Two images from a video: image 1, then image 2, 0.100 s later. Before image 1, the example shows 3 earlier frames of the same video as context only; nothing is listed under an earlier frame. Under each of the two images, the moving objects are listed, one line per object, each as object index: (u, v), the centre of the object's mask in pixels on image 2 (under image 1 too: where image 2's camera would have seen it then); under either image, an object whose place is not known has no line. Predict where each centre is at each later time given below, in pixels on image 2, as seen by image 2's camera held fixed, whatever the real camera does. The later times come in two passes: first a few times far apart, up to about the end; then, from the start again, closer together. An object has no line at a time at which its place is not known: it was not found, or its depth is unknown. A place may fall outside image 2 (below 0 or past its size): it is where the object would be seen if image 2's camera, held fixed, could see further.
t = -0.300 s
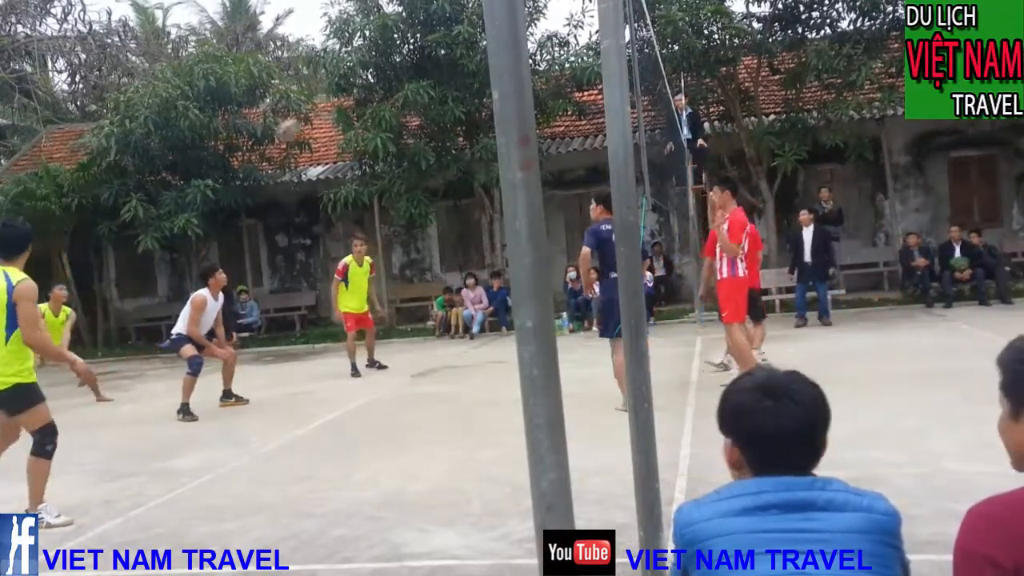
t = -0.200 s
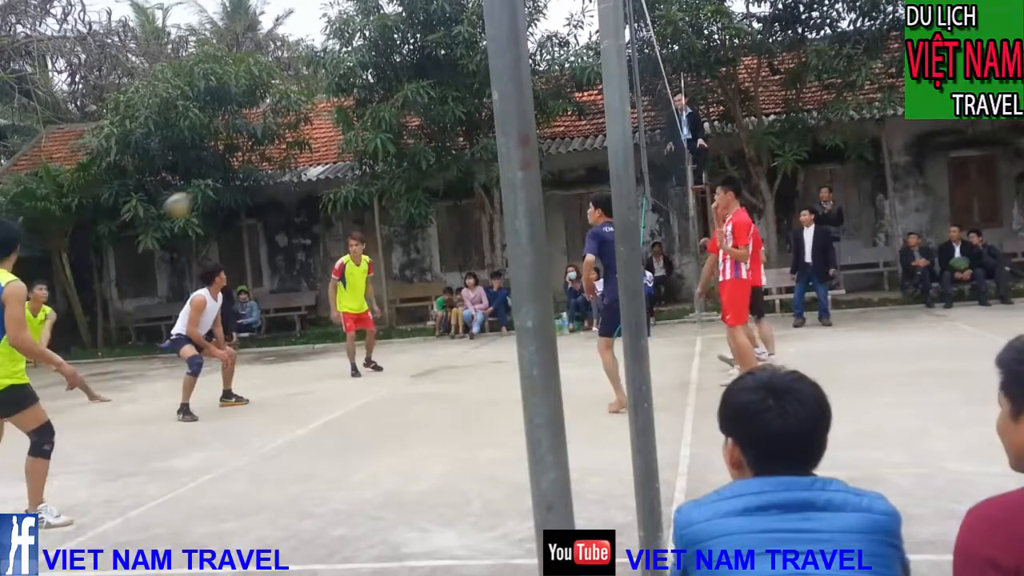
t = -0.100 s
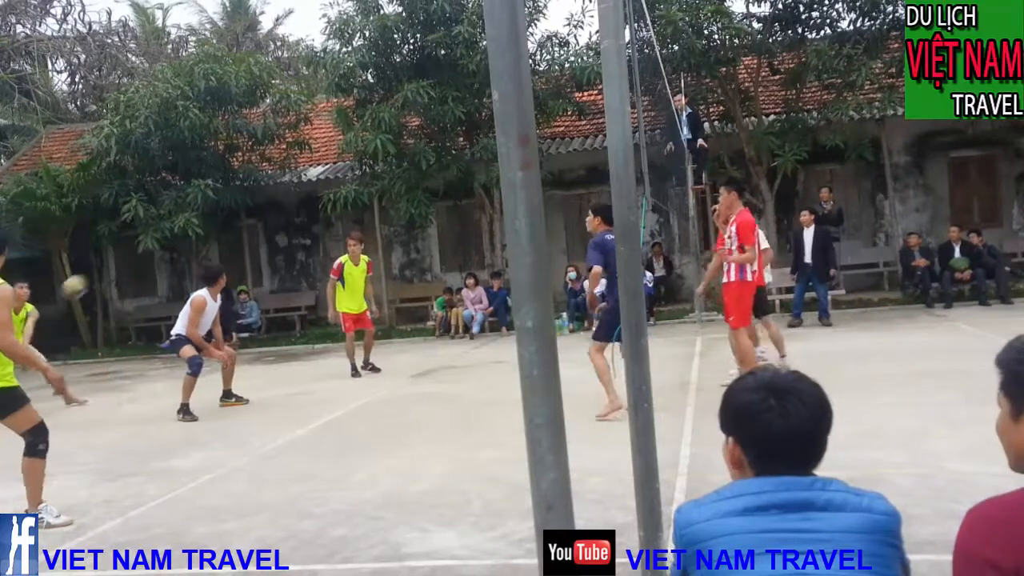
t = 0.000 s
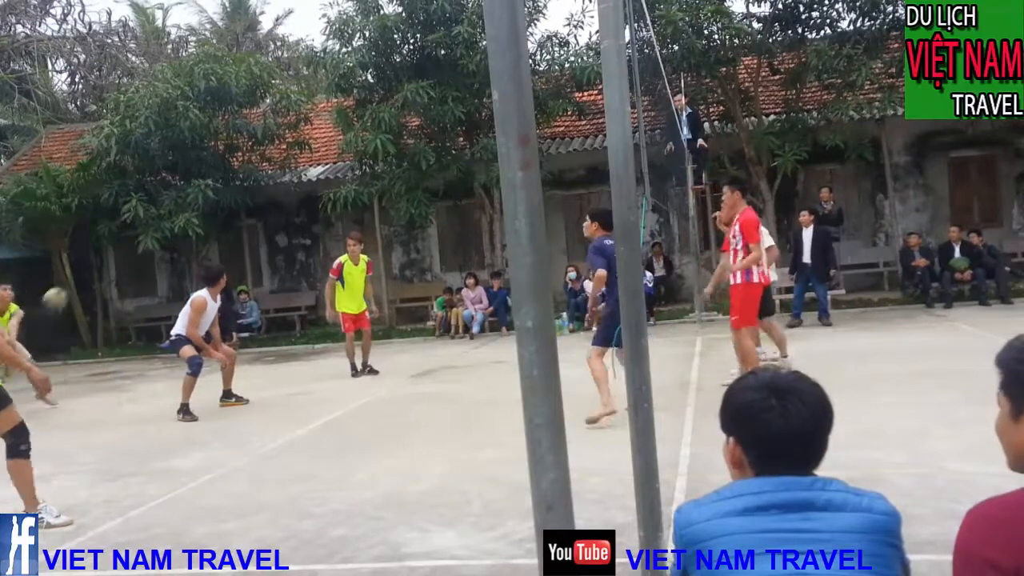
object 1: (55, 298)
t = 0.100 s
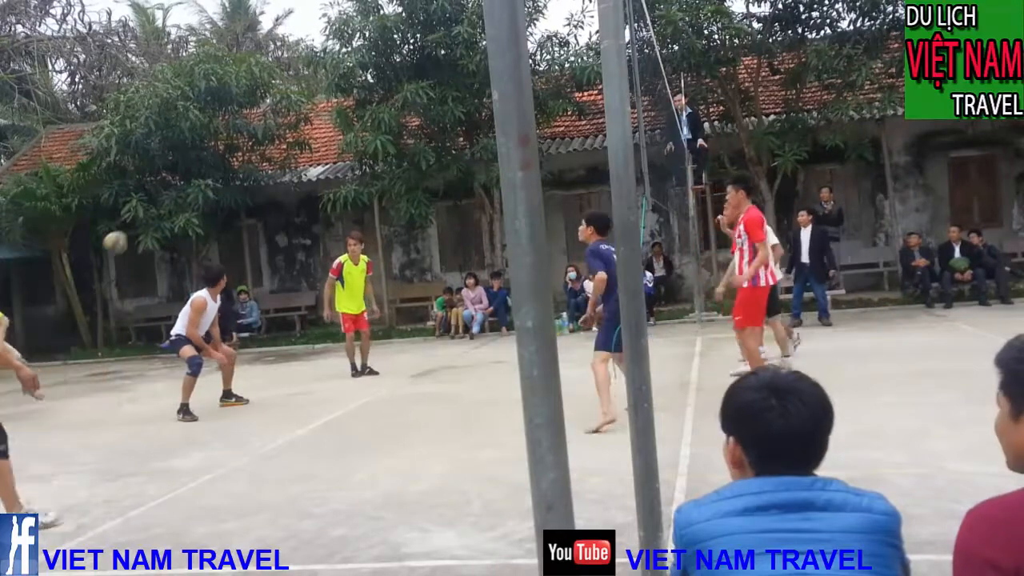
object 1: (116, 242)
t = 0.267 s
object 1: (216, 171)
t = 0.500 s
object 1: (353, 118)
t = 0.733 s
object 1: (487, 117)
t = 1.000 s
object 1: (639, 175)
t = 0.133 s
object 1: (135, 226)
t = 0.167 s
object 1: (156, 210)
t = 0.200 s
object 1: (176, 195)
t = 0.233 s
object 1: (195, 181)
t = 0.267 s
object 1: (216, 171)
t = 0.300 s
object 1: (235, 160)
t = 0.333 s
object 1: (254, 148)
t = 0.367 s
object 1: (275, 143)
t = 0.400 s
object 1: (295, 134)
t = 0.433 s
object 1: (314, 127)
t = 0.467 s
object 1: (334, 121)
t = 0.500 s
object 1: (353, 118)
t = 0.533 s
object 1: (373, 115)
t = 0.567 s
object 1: (393, 112)
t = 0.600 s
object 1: (411, 110)
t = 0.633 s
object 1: (431, 110)
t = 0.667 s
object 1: (451, 112)
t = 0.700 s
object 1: (469, 114)
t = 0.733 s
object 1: (487, 117)
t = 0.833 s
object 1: (545, 132)
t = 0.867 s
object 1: (565, 137)
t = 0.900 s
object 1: (583, 147)
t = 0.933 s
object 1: (601, 157)
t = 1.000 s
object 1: (639, 175)
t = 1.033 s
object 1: (658, 191)
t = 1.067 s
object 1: (679, 199)
